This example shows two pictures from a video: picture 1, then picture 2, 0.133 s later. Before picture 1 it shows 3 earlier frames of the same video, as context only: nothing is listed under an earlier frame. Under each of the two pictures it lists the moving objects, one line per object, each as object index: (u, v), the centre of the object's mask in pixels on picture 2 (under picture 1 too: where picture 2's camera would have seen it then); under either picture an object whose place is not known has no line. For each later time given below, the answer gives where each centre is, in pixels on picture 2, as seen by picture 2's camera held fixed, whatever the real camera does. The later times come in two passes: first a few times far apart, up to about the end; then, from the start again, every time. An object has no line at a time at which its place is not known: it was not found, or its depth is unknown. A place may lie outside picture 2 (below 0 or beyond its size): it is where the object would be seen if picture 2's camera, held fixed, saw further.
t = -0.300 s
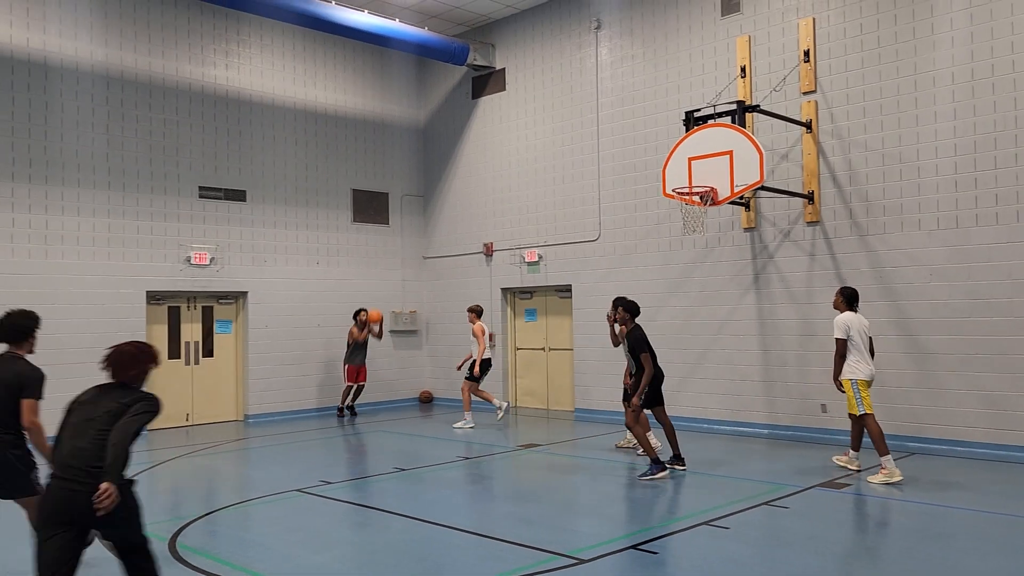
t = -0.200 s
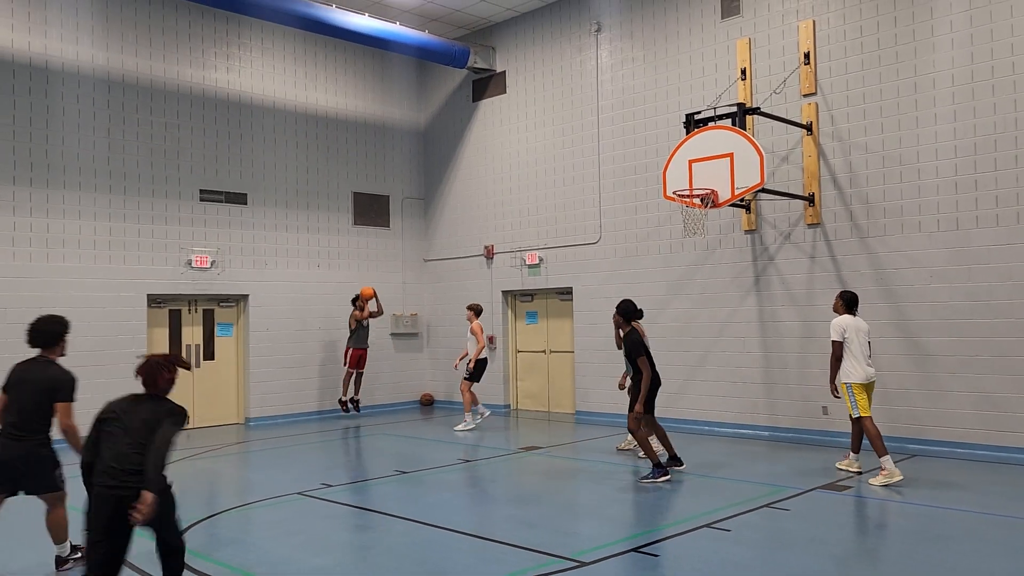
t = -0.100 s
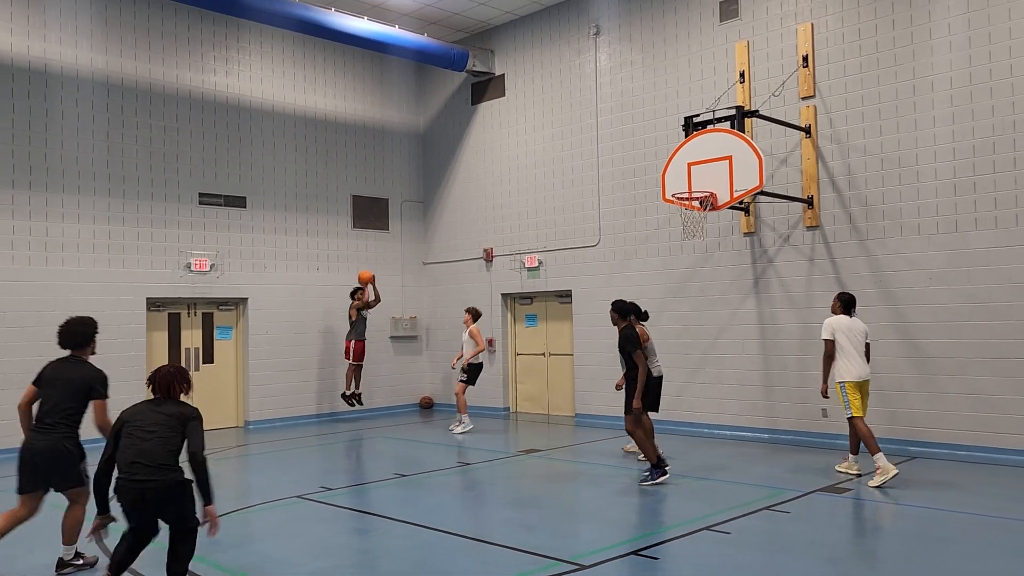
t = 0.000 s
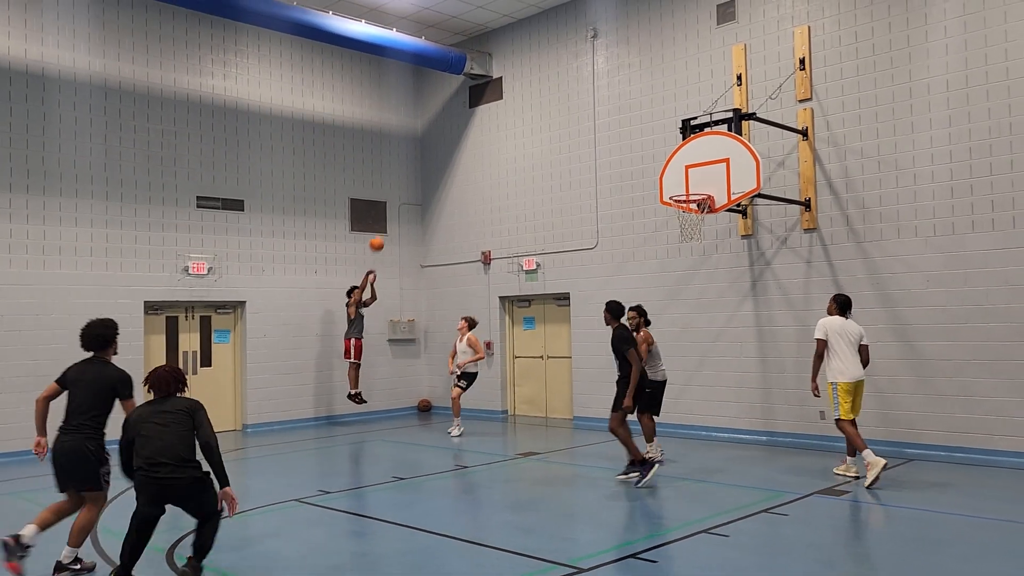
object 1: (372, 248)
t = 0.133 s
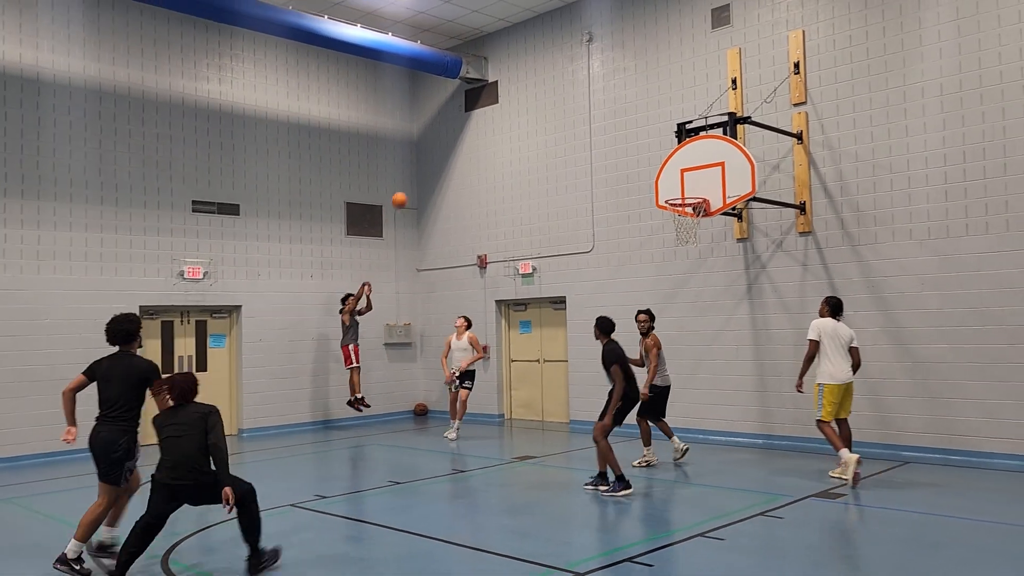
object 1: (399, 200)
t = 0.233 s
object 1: (420, 170)
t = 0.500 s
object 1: (482, 116)
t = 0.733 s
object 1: (543, 102)
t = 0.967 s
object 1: (614, 127)
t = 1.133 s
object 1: (672, 173)
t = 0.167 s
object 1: (406, 189)
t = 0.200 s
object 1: (413, 179)
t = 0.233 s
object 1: (420, 170)
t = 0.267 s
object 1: (428, 161)
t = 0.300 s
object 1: (435, 153)
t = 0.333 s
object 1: (443, 145)
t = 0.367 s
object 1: (450, 138)
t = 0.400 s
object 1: (458, 132)
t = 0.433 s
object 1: (465, 126)
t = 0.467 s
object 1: (473, 121)
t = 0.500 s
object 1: (482, 116)
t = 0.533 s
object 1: (490, 112)
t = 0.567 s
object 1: (499, 108)
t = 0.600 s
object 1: (507, 106)
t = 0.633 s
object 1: (516, 104)
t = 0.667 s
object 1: (525, 103)
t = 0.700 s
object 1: (534, 102)
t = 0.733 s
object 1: (543, 102)
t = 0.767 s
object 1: (553, 103)
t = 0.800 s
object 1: (562, 105)
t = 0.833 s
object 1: (572, 107)
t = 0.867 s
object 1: (582, 111)
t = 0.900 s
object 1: (592, 115)
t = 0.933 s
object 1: (603, 120)
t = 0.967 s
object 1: (614, 127)
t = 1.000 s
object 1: (624, 134)
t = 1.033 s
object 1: (636, 142)
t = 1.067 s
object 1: (647, 151)
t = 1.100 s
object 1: (659, 161)
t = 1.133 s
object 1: (672, 173)
